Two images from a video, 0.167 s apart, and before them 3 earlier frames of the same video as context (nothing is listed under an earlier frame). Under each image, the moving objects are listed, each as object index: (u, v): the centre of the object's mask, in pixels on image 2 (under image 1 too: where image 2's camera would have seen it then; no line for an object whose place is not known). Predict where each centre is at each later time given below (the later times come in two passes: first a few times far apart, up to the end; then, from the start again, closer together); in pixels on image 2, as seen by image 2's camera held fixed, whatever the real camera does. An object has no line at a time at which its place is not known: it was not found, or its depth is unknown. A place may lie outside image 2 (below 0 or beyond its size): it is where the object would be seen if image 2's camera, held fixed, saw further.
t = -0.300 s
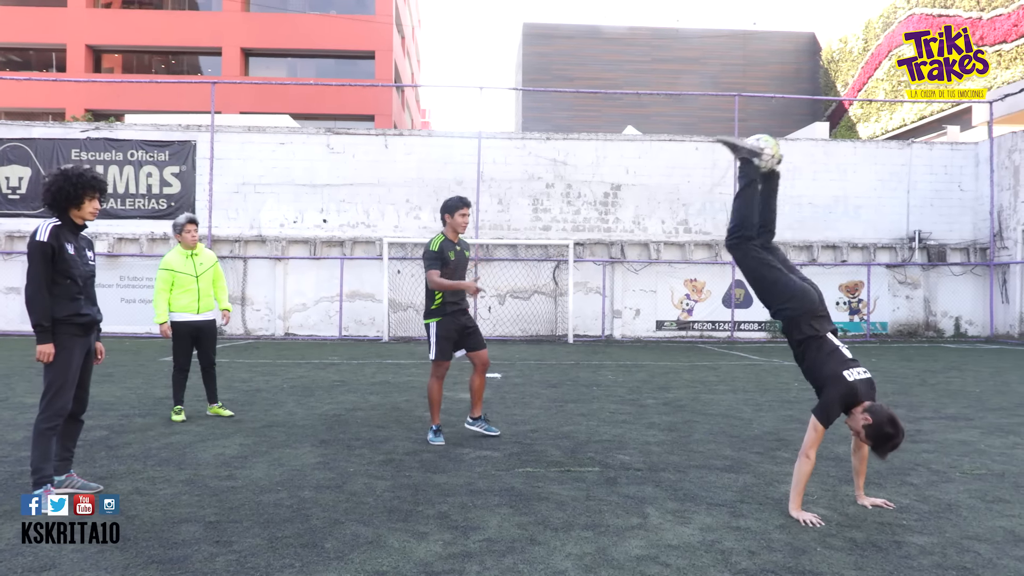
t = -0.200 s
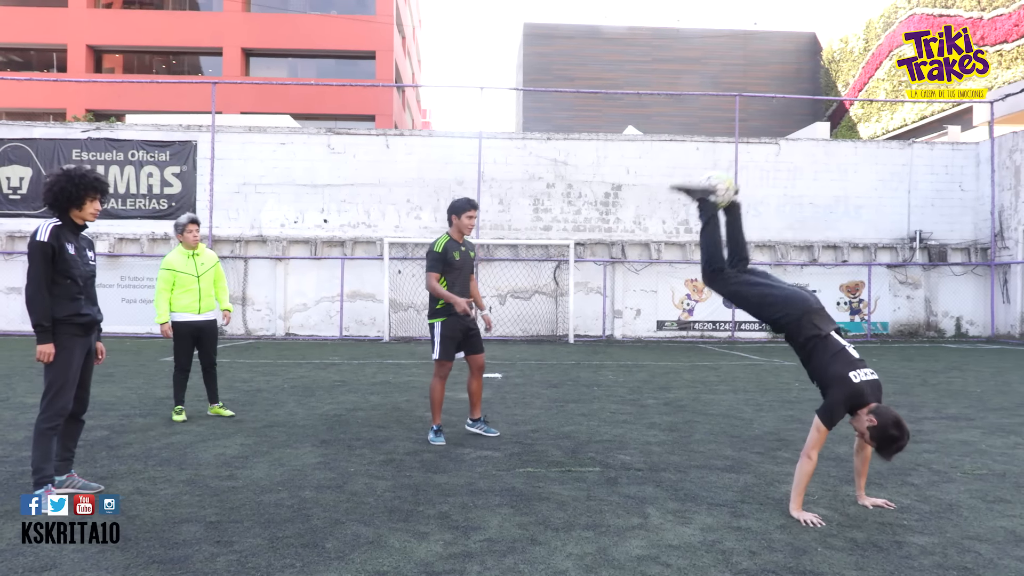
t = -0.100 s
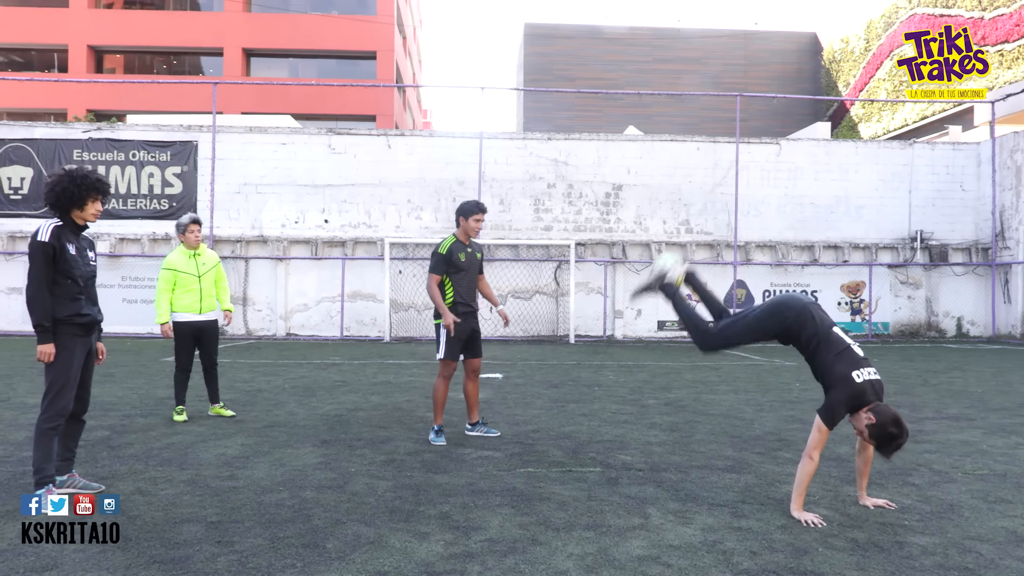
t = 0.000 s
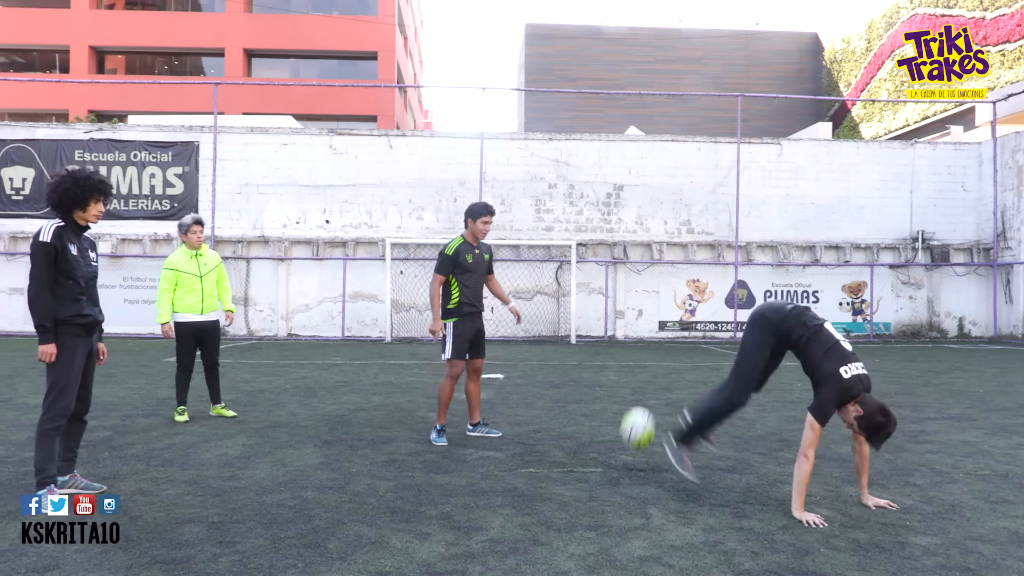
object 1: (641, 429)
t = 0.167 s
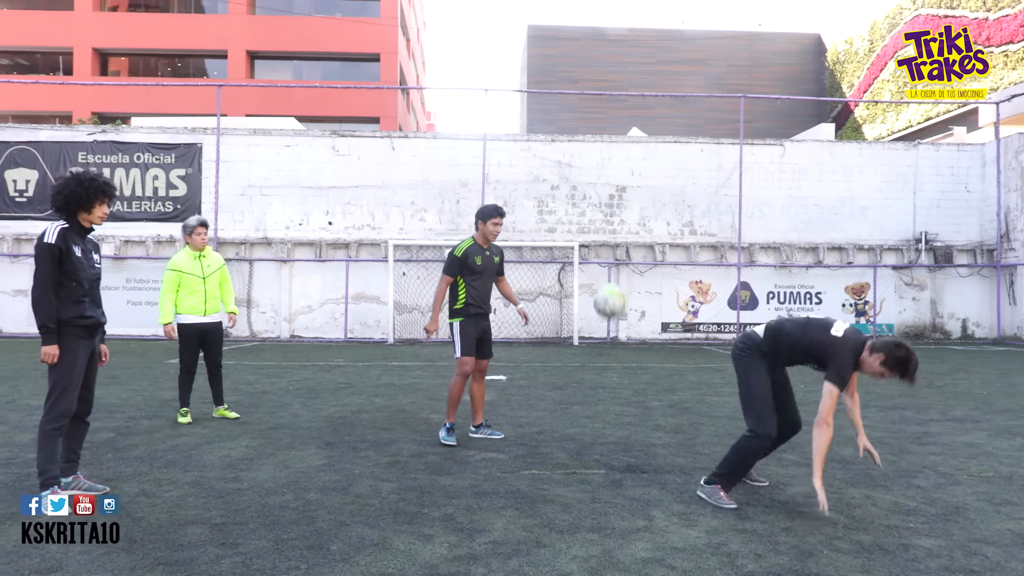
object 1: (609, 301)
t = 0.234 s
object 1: (599, 243)
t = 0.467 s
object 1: (561, 94)
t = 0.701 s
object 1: (526, 33)
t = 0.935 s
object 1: (492, 48)
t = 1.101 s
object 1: (471, 101)
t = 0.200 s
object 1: (604, 270)
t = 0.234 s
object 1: (599, 243)
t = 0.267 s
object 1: (593, 216)
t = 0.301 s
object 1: (587, 191)
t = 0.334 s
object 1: (582, 171)
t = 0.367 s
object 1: (577, 147)
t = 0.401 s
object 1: (571, 128)
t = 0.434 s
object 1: (566, 110)
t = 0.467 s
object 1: (561, 94)
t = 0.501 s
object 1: (556, 80)
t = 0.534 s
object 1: (551, 68)
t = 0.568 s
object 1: (546, 57)
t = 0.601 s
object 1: (541, 48)
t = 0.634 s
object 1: (536, 42)
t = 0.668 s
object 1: (532, 37)
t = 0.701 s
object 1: (526, 33)
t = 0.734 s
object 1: (521, 31)
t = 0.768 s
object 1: (516, 30)
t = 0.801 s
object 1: (511, 30)
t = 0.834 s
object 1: (506, 32)
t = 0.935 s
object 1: (492, 48)
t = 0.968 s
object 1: (488, 56)
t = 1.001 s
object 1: (483, 65)
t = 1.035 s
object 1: (479, 76)
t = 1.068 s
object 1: (474, 88)
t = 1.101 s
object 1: (471, 101)
